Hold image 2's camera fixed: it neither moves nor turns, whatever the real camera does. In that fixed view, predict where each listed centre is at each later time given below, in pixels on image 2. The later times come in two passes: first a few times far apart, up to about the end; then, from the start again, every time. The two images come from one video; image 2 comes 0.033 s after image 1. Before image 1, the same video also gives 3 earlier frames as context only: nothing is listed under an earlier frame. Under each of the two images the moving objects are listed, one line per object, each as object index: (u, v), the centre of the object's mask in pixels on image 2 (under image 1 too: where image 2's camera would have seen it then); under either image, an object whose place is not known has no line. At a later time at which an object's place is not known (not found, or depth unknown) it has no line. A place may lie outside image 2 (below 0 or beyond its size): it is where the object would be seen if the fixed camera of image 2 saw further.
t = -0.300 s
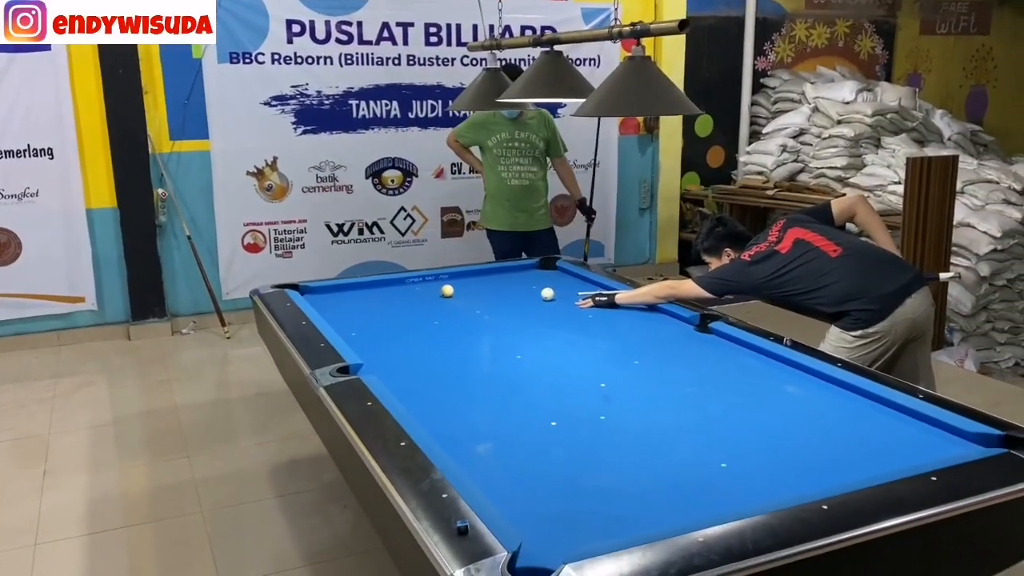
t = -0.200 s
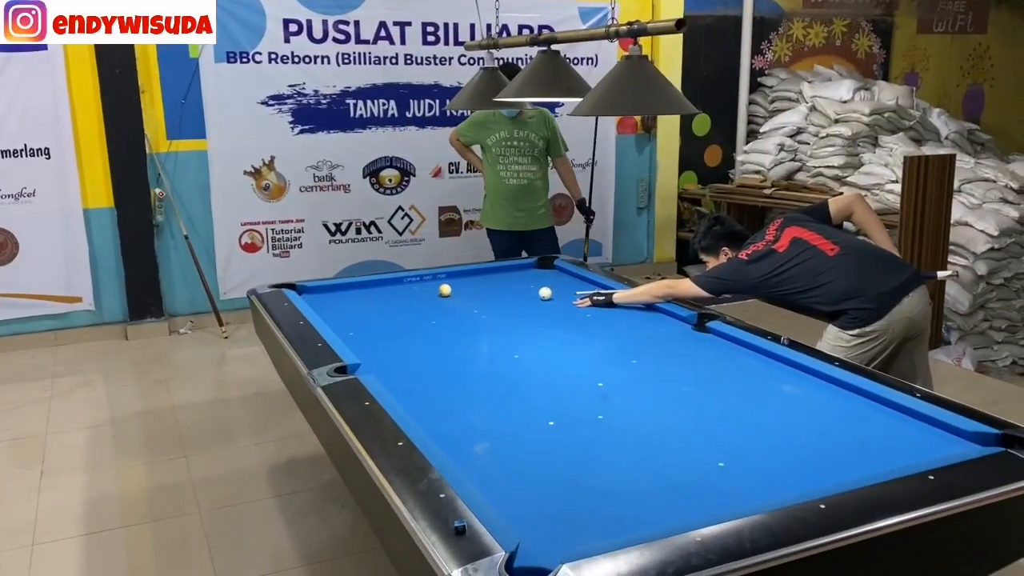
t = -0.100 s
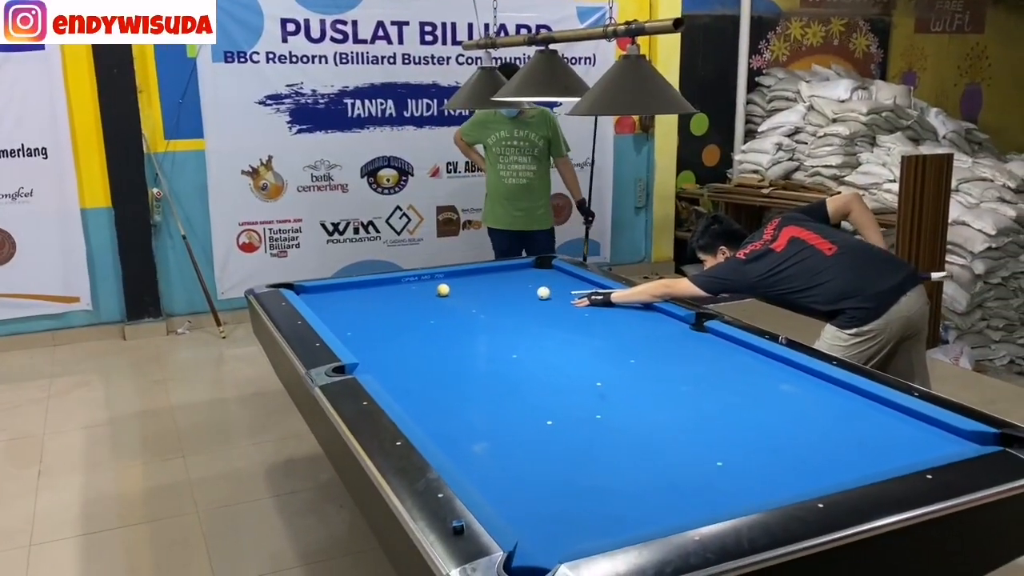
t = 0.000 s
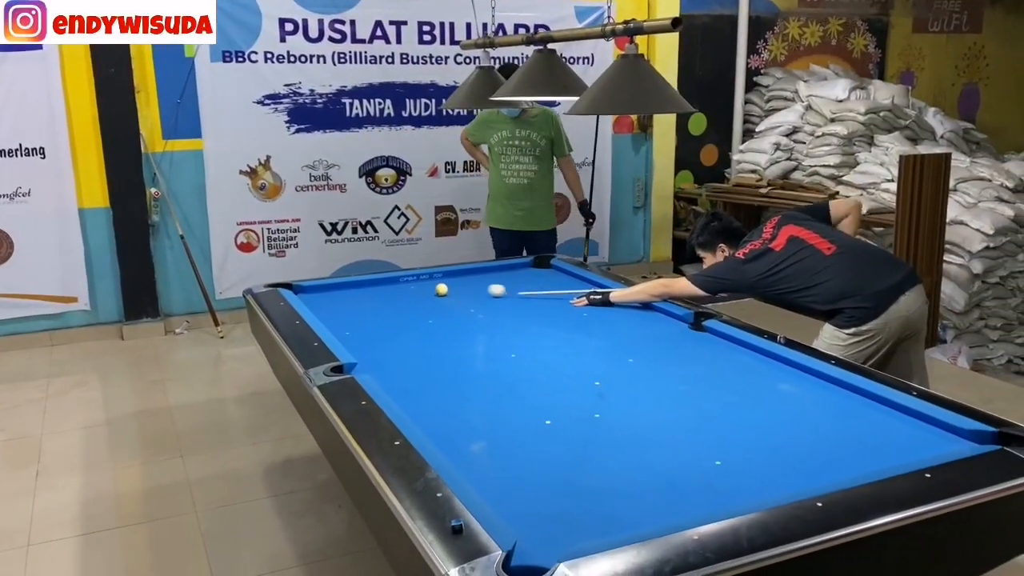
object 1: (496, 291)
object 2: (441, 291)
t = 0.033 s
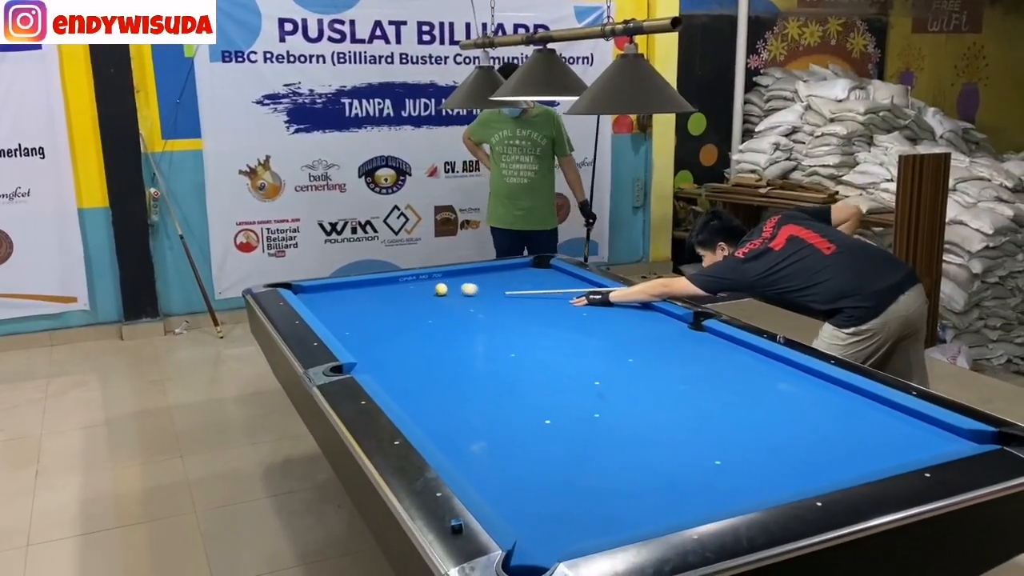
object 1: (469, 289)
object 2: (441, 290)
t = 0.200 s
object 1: (450, 284)
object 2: (336, 292)
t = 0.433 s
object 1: (443, 277)
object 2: (297, 290)
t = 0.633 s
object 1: (446, 275)
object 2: (308, 290)
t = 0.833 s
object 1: (461, 277)
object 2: (319, 288)
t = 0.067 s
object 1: (454, 289)
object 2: (431, 290)
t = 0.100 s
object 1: (452, 287)
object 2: (406, 290)
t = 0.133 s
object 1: (451, 286)
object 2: (382, 291)
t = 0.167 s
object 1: (450, 285)
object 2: (358, 291)
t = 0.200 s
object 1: (450, 284)
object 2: (336, 292)
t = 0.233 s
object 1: (448, 283)
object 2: (314, 292)
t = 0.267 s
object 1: (447, 282)
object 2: (296, 291)
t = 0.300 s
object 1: (446, 281)
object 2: (298, 289)
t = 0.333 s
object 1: (446, 280)
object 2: (297, 289)
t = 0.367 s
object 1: (445, 279)
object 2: (295, 290)
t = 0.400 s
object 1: (444, 278)
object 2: (295, 291)
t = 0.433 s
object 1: (443, 277)
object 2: (297, 290)
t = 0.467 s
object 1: (442, 276)
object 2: (299, 290)
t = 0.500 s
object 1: (441, 275)
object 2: (300, 291)
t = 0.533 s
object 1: (440, 274)
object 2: (302, 290)
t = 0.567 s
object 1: (441, 274)
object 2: (304, 290)
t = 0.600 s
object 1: (443, 274)
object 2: (307, 290)
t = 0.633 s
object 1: (446, 275)
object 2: (308, 290)
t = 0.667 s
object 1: (449, 275)
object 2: (310, 289)
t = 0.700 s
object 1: (451, 275)
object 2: (312, 289)
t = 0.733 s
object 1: (453, 276)
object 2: (314, 288)
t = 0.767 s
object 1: (456, 276)
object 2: (316, 289)
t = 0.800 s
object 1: (458, 277)
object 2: (318, 288)
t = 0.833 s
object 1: (461, 277)
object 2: (319, 288)
